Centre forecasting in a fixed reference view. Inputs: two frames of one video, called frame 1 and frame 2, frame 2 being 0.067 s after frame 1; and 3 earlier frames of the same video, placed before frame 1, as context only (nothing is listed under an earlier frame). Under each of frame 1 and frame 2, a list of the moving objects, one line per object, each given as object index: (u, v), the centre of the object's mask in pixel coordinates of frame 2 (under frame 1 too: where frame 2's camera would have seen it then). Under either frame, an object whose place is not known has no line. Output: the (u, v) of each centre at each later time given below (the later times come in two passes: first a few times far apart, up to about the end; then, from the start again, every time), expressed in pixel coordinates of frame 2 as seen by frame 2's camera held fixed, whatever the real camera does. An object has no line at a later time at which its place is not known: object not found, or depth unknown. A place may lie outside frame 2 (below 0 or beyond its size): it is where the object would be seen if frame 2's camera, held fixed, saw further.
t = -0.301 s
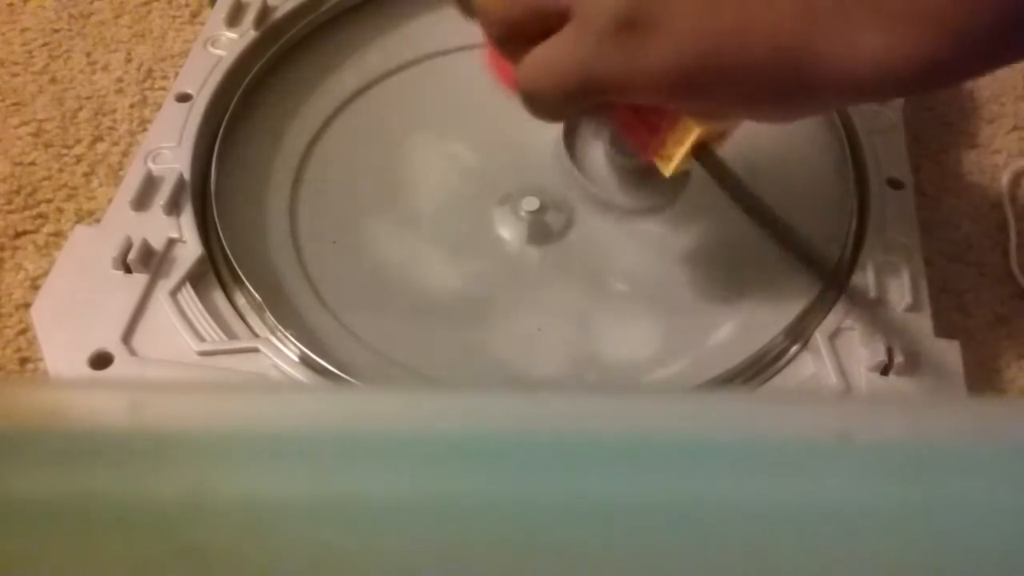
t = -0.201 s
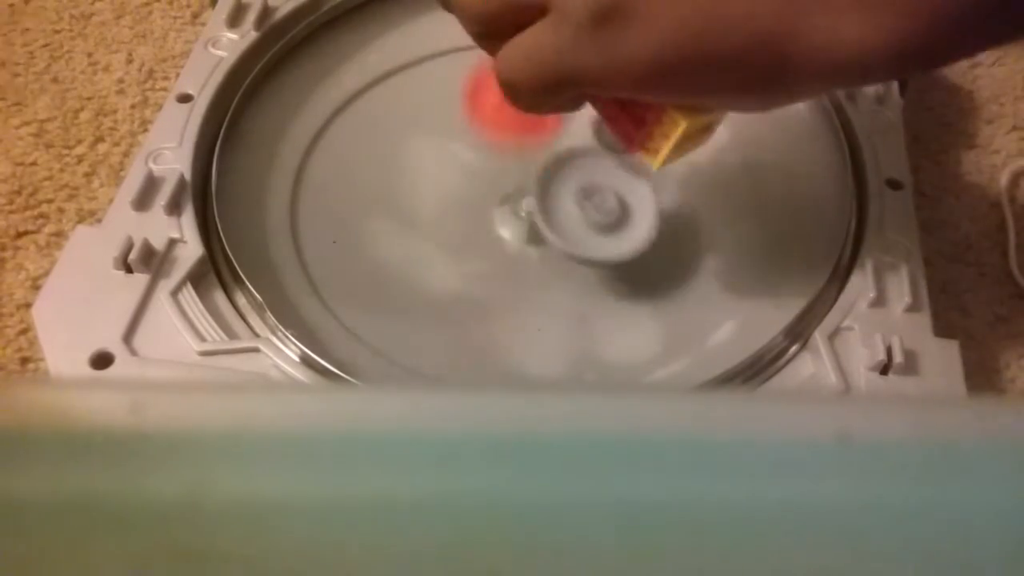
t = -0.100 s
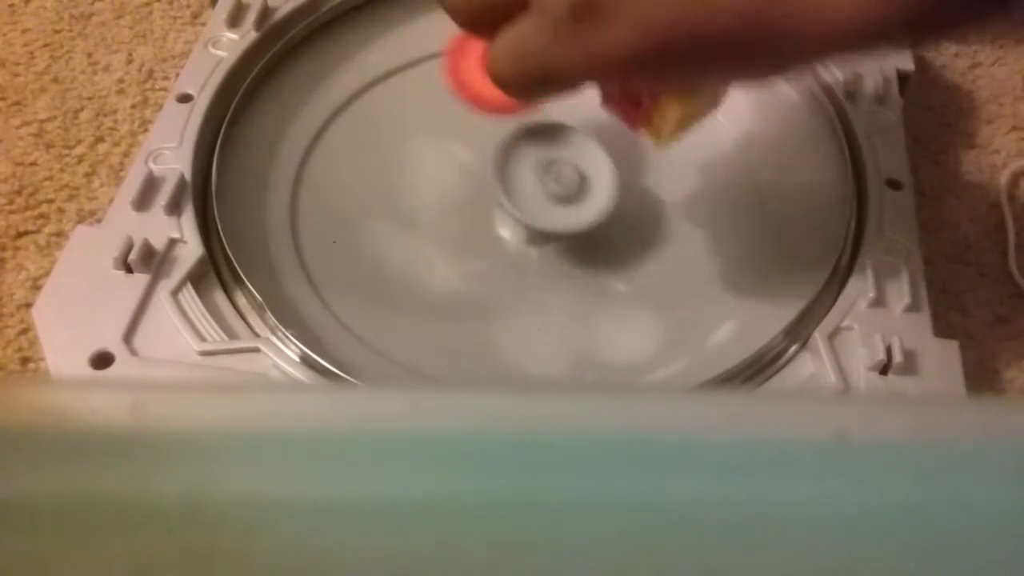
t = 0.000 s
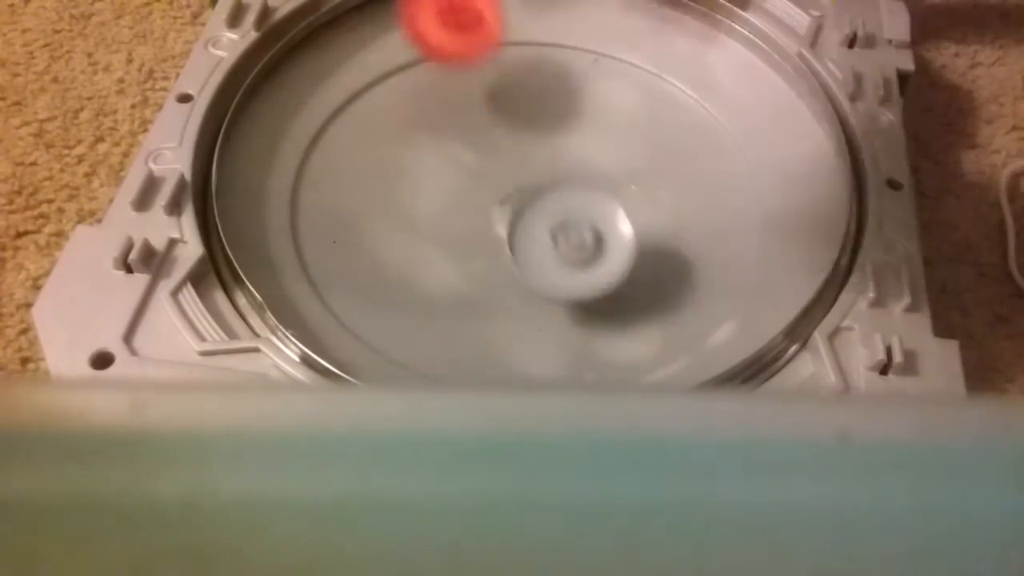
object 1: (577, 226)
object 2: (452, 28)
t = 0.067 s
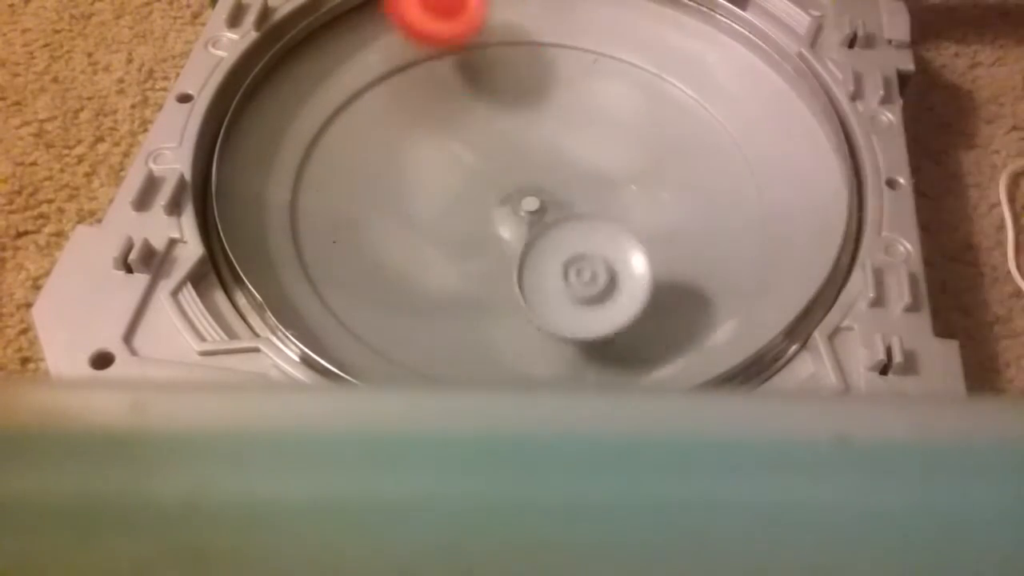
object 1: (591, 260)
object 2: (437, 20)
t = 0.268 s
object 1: (593, 273)
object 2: (418, 54)
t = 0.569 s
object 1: (684, 298)
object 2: (520, 64)
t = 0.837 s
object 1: (643, 188)
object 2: (469, 23)
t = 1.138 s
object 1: (677, 304)
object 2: (346, 43)
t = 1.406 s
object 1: (723, 294)
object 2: (332, 92)
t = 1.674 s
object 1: (574, 106)
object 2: (388, 96)
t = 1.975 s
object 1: (360, 30)
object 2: (593, 165)
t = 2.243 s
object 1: (480, 169)
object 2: (649, 114)
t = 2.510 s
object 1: (678, 223)
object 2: (608, 111)
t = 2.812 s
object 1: (729, 224)
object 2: (416, 157)
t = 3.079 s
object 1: (405, 145)
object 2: (341, 223)
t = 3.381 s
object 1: (362, 160)
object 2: (483, 231)
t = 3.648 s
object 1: (414, 145)
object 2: (611, 126)
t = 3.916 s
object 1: (514, 131)
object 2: (591, 47)
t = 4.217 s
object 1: (411, 299)
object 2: (541, 128)
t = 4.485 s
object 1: (519, 328)
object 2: (506, 186)
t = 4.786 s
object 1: (558, 124)
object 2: (493, 71)
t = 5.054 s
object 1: (642, 133)
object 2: (417, 34)
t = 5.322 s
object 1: (528, 180)
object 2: (454, 101)
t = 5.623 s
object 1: (578, 247)
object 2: (451, 71)
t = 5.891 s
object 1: (594, 177)
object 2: (410, 85)
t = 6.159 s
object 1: (566, 201)
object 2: (457, 145)
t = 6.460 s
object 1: (541, 294)
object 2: (491, 120)
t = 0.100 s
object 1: (597, 277)
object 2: (430, 19)
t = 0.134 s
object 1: (598, 281)
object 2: (423, 20)
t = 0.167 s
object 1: (599, 284)
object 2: (420, 23)
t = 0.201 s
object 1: (599, 284)
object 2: (417, 29)
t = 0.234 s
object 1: (597, 280)
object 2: (416, 38)
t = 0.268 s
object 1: (593, 273)
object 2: (418, 54)
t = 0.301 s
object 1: (584, 257)
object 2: (424, 73)
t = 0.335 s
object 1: (575, 245)
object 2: (435, 92)
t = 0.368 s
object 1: (567, 226)
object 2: (450, 108)
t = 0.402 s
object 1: (555, 204)
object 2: (469, 124)
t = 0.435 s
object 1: (560, 196)
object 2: (482, 126)
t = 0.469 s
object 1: (589, 233)
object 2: (488, 109)
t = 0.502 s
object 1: (621, 260)
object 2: (497, 94)
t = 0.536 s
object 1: (659, 283)
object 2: (509, 79)
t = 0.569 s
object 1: (684, 298)
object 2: (520, 64)
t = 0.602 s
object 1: (714, 304)
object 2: (529, 48)
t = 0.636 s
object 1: (727, 286)
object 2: (534, 37)
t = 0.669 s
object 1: (735, 238)
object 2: (536, 29)
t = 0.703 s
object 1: (728, 220)
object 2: (531, 23)
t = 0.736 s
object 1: (714, 222)
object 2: (522, 20)
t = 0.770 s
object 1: (701, 232)
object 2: (506, 18)
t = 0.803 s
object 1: (672, 211)
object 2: (487, 19)
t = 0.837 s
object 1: (643, 188)
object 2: (469, 23)
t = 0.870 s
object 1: (608, 164)
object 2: (456, 31)
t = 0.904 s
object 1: (573, 139)
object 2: (450, 47)
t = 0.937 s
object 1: (551, 122)
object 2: (448, 67)
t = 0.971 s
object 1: (580, 165)
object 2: (421, 52)
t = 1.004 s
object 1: (598, 203)
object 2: (394, 38)
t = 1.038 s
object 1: (637, 252)
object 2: (374, 34)
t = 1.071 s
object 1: (667, 302)
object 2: (360, 33)
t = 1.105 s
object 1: (682, 327)
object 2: (350, 37)
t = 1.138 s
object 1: (677, 304)
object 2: (346, 43)
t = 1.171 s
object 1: (654, 285)
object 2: (348, 59)
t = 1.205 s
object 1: (628, 281)
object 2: (353, 79)
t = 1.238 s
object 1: (614, 287)
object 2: (364, 106)
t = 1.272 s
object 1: (573, 253)
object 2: (379, 134)
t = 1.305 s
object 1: (526, 221)
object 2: (399, 158)
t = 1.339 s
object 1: (563, 246)
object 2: (387, 147)
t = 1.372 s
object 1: (657, 279)
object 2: (356, 118)
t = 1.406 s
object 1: (723, 294)
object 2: (332, 92)
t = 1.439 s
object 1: (758, 270)
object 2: (319, 73)
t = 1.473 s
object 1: (746, 248)
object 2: (315, 60)
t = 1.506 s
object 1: (734, 241)
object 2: (318, 55)
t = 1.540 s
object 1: (709, 215)
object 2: (324, 53)
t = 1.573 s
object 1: (682, 192)
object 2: (335, 58)
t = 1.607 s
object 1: (639, 165)
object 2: (350, 67)
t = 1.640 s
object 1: (604, 125)
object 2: (368, 80)
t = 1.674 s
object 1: (574, 106)
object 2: (388, 96)
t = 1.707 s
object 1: (526, 87)
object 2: (410, 111)
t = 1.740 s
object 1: (489, 62)
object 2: (435, 126)
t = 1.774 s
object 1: (458, 46)
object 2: (457, 137)
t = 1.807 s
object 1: (430, 34)
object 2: (481, 148)
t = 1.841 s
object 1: (411, 29)
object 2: (506, 157)
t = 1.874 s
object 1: (393, 29)
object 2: (531, 164)
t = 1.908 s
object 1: (378, 26)
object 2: (553, 167)
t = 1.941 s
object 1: (366, 27)
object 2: (574, 166)
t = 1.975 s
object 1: (360, 30)
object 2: (593, 165)
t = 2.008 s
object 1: (357, 38)
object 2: (609, 160)
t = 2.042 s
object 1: (361, 47)
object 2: (622, 155)
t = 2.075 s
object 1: (369, 64)
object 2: (633, 147)
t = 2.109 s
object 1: (385, 85)
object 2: (641, 140)
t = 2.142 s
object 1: (405, 108)
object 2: (647, 133)
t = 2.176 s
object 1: (427, 129)
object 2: (649, 125)
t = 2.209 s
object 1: (453, 151)
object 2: (650, 119)
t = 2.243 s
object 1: (480, 169)
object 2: (649, 114)
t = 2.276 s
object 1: (511, 186)
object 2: (647, 109)
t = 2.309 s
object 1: (540, 200)
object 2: (645, 106)
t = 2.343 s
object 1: (567, 209)
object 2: (642, 103)
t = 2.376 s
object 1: (595, 216)
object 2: (638, 101)
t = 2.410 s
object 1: (618, 223)
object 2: (633, 101)
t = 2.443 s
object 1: (645, 225)
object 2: (626, 102)
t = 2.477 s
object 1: (664, 225)
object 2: (617, 106)
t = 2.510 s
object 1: (678, 223)
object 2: (608, 111)
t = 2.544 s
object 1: (690, 218)
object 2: (598, 119)
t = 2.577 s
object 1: (692, 213)
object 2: (586, 130)
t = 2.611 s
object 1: (690, 204)
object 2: (576, 143)
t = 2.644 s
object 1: (681, 203)
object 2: (566, 157)
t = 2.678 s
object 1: (709, 211)
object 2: (537, 160)
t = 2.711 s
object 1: (768, 224)
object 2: (503, 157)
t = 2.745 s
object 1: (771, 213)
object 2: (469, 155)
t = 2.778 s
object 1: (751, 209)
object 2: (440, 156)
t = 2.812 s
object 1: (729, 224)
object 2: (416, 157)
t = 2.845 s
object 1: (689, 219)
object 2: (395, 161)
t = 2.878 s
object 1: (641, 216)
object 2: (379, 167)
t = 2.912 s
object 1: (604, 208)
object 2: (366, 176)
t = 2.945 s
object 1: (557, 206)
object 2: (355, 185)
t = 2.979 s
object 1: (512, 192)
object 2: (348, 194)
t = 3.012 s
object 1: (469, 174)
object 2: (343, 203)
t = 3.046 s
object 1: (436, 159)
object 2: (340, 214)
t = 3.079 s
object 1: (405, 145)
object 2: (341, 223)
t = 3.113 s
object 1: (372, 134)
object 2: (345, 234)
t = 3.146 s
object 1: (353, 123)
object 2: (353, 244)
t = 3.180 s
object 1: (334, 119)
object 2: (365, 253)
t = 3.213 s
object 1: (326, 121)
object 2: (383, 258)
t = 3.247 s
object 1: (322, 120)
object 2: (404, 259)
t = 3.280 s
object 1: (324, 127)
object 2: (427, 257)
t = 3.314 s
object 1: (332, 132)
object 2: (446, 251)
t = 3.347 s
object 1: (346, 149)
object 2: (466, 241)
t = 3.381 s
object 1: (362, 160)
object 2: (483, 231)
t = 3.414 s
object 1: (374, 163)
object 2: (497, 219)
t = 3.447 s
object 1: (394, 172)
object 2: (512, 207)
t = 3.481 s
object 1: (393, 168)
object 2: (539, 197)
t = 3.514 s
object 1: (392, 164)
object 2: (562, 184)
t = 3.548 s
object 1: (393, 159)
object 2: (579, 169)
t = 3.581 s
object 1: (398, 154)
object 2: (592, 155)
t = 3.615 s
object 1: (406, 149)
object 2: (602, 141)
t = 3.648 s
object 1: (414, 145)
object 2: (611, 126)
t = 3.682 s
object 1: (423, 142)
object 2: (616, 111)
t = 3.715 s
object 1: (436, 139)
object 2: (619, 98)
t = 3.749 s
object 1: (450, 136)
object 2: (620, 85)
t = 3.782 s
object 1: (462, 134)
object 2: (620, 74)
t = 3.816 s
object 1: (476, 131)
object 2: (617, 64)
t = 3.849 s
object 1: (489, 131)
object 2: (611, 56)
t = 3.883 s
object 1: (502, 130)
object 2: (602, 50)
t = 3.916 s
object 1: (514, 131)
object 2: (591, 47)
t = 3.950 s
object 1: (526, 133)
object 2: (578, 47)
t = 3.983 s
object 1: (537, 137)
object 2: (564, 48)
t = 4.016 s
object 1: (539, 146)
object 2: (554, 54)
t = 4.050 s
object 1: (517, 160)
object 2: (555, 57)
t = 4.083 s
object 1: (501, 168)
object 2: (557, 68)
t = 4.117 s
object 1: (464, 217)
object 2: (558, 77)
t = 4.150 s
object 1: (438, 254)
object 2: (556, 90)
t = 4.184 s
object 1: (416, 280)
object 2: (550, 108)
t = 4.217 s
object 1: (411, 299)
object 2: (541, 128)
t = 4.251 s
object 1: (401, 314)
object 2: (532, 149)
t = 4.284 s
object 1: (403, 321)
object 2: (522, 169)
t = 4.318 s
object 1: (410, 328)
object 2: (514, 185)
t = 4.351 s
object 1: (440, 325)
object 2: (505, 199)
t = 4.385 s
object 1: (457, 325)
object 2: (499, 214)
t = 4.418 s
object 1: (498, 309)
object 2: (494, 217)
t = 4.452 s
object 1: (513, 318)
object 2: (497, 210)
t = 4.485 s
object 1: (519, 328)
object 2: (506, 186)
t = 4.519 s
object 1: (533, 319)
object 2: (512, 161)
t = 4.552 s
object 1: (550, 290)
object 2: (517, 138)
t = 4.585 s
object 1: (562, 283)
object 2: (520, 121)
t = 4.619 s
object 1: (566, 290)
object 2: (521, 107)
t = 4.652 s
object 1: (573, 254)
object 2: (518, 97)
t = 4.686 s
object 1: (581, 231)
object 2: (513, 88)
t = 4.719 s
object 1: (571, 206)
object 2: (505, 81)
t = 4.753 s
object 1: (581, 184)
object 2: (498, 76)
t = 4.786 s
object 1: (558, 124)
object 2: (493, 71)
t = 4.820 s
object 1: (573, 108)
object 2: (472, 54)
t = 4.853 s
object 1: (620, 105)
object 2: (450, 40)
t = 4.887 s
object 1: (617, 117)
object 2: (436, 35)
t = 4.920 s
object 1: (640, 130)
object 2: (426, 31)
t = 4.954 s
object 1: (648, 116)
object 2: (421, 30)
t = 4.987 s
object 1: (648, 126)
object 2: (417, 30)
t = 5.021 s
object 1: (643, 130)
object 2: (416, 32)
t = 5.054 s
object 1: (642, 133)
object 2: (417, 34)
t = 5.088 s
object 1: (639, 144)
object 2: (421, 38)
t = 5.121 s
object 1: (621, 164)
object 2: (426, 43)
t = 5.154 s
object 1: (597, 173)
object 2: (432, 50)
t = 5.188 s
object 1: (583, 181)
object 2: (439, 61)
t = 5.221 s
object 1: (566, 204)
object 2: (444, 73)
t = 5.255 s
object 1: (538, 181)
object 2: (449, 85)
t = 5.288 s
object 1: (532, 175)
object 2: (453, 97)
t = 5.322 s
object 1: (528, 180)
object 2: (454, 101)
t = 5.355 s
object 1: (546, 220)
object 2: (452, 79)
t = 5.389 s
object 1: (556, 248)
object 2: (448, 68)
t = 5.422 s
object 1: (596, 326)
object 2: (449, 57)
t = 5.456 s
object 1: (596, 332)
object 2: (449, 54)
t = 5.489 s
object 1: (600, 326)
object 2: (450, 55)
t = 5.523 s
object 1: (593, 319)
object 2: (449, 57)
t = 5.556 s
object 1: (589, 292)
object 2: (449, 60)
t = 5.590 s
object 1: (585, 267)
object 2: (450, 65)
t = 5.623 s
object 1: (578, 247)
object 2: (451, 71)
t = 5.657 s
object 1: (569, 224)
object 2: (451, 76)
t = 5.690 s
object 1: (558, 205)
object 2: (451, 83)
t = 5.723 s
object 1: (538, 176)
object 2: (451, 91)
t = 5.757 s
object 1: (539, 161)
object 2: (443, 95)
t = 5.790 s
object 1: (566, 168)
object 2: (431, 80)
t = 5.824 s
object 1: (577, 172)
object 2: (422, 80)
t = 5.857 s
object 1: (590, 175)
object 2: (413, 83)
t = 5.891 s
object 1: (594, 177)
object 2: (410, 85)
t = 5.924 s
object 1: (597, 179)
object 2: (411, 90)
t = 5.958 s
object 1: (595, 181)
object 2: (416, 96)
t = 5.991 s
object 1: (592, 184)
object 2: (420, 103)
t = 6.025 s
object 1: (588, 188)
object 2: (426, 113)
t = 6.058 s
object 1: (581, 192)
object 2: (430, 124)
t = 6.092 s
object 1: (576, 196)
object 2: (434, 131)
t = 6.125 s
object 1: (571, 199)
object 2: (446, 140)
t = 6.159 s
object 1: (566, 201)
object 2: (457, 145)
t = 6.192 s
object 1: (557, 204)
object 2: (470, 155)
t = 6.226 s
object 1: (563, 224)
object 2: (480, 151)
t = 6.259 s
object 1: (570, 245)
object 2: (484, 142)
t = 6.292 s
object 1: (577, 274)
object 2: (484, 135)
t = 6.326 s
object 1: (577, 290)
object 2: (484, 129)
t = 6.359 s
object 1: (573, 299)
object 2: (491, 121)
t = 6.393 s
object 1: (565, 303)
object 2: (491, 121)
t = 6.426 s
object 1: (552, 301)
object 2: (490, 120)
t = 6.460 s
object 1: (541, 294)
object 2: (491, 120)
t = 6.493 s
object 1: (527, 283)
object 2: (497, 127)
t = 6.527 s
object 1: (519, 269)
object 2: (499, 132)
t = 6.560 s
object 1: (519, 249)
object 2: (498, 138)
